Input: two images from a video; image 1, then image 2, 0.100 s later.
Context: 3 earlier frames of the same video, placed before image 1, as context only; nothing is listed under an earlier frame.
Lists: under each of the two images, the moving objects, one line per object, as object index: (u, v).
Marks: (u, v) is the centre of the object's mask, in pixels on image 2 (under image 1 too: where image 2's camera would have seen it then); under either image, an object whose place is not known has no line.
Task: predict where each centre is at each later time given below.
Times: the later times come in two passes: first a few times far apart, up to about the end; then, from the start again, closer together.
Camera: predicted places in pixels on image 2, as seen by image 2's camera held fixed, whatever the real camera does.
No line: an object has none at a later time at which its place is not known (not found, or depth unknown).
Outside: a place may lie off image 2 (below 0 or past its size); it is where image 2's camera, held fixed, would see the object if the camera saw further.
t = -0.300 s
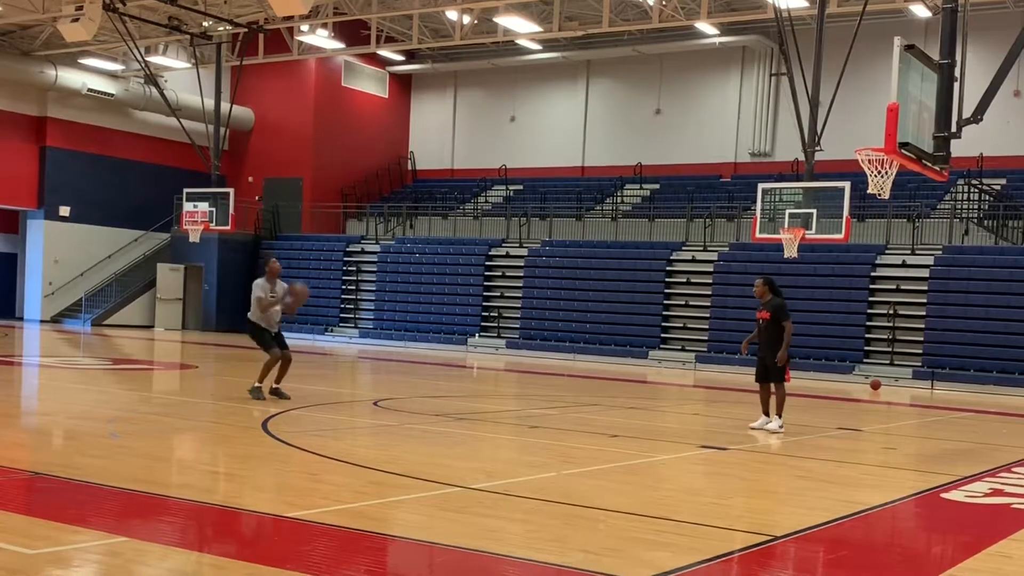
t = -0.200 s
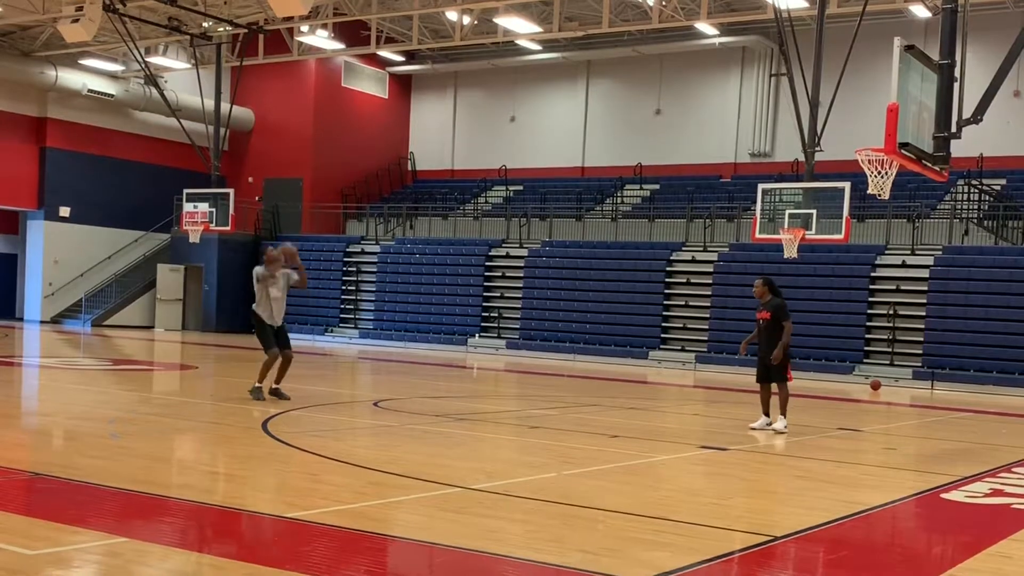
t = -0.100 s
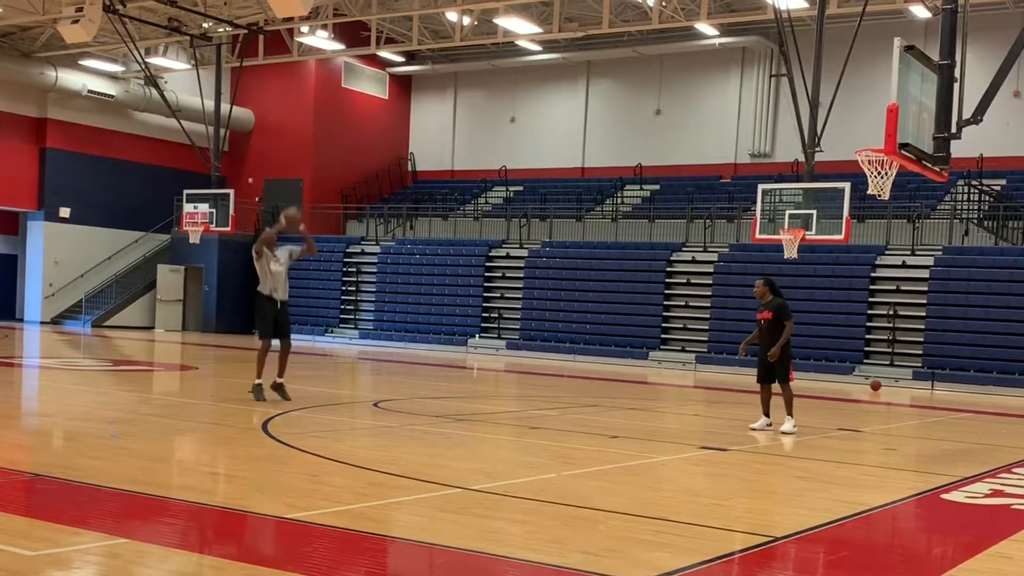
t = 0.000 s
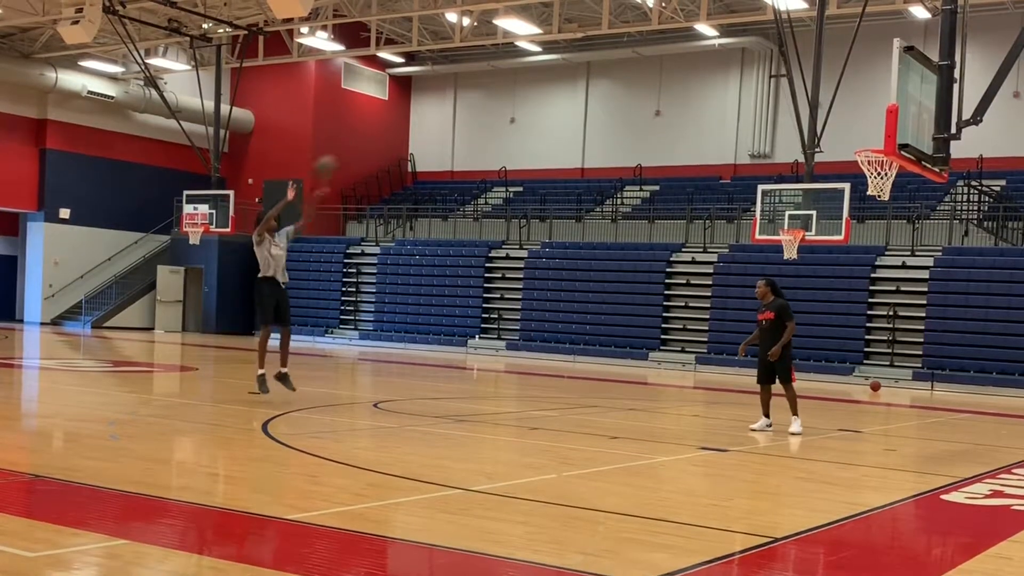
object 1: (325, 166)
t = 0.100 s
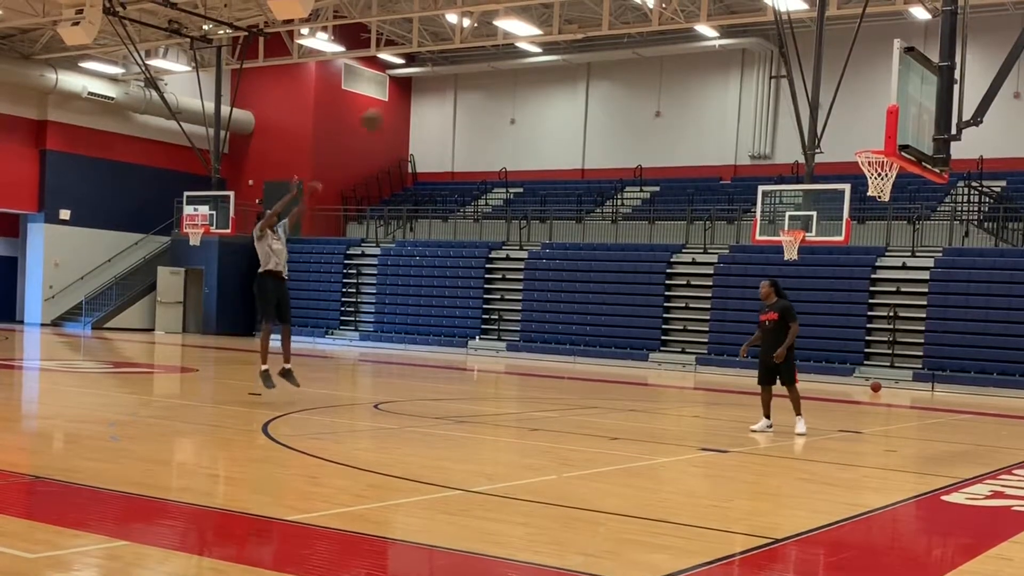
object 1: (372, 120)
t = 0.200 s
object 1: (417, 84)
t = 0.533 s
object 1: (572, 9)
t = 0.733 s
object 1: (666, 8)
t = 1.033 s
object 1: (804, 81)
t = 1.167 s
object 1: (864, 140)
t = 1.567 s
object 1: (863, 143)
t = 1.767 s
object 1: (830, 192)
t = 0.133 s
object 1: (385, 108)
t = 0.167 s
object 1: (403, 90)
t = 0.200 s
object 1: (417, 84)
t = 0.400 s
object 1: (510, 24)
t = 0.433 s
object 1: (526, 17)
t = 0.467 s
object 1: (541, 14)
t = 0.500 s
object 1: (557, 10)
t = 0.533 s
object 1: (572, 9)
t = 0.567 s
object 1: (589, 6)
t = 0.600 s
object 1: (605, 6)
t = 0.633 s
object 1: (619, 5)
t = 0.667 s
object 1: (633, 5)
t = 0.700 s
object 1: (650, 7)
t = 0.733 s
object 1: (666, 8)
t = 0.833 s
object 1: (714, 24)
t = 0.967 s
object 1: (775, 62)
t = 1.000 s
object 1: (787, 67)
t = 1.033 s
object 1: (804, 81)
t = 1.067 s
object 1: (819, 93)
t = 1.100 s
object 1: (834, 109)
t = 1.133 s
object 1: (849, 125)
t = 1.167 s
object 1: (864, 140)
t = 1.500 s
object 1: (874, 136)
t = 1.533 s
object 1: (869, 140)
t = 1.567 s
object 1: (863, 143)
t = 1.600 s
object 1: (855, 149)
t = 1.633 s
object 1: (849, 155)
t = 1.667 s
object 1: (846, 163)
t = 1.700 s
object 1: (840, 172)
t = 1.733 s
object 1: (835, 181)
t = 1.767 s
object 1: (830, 192)
